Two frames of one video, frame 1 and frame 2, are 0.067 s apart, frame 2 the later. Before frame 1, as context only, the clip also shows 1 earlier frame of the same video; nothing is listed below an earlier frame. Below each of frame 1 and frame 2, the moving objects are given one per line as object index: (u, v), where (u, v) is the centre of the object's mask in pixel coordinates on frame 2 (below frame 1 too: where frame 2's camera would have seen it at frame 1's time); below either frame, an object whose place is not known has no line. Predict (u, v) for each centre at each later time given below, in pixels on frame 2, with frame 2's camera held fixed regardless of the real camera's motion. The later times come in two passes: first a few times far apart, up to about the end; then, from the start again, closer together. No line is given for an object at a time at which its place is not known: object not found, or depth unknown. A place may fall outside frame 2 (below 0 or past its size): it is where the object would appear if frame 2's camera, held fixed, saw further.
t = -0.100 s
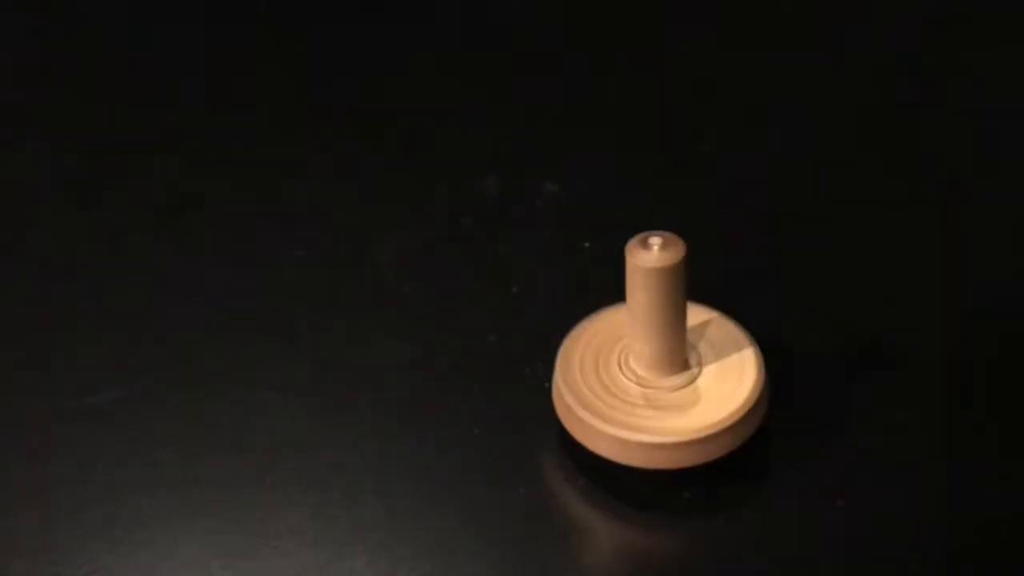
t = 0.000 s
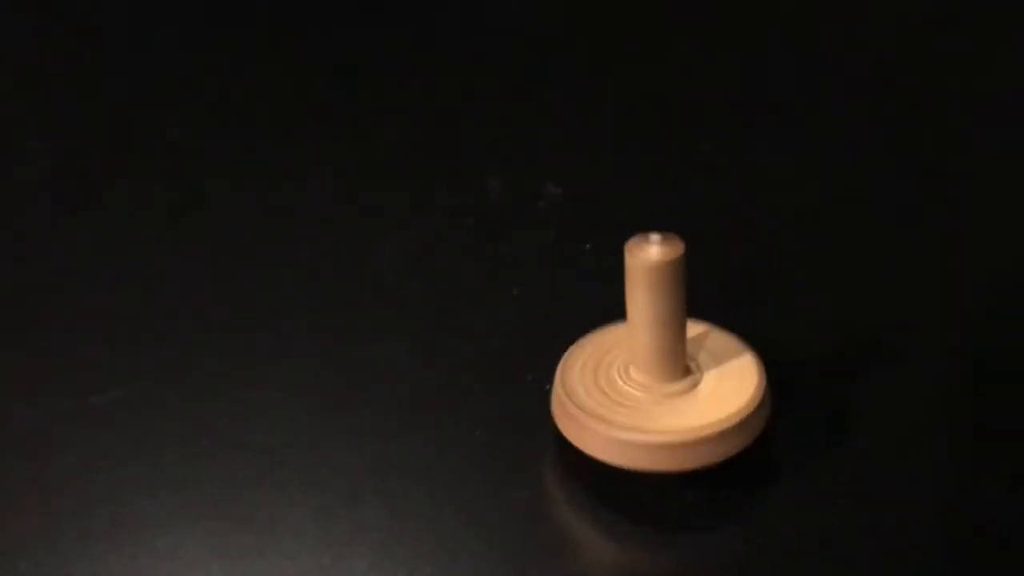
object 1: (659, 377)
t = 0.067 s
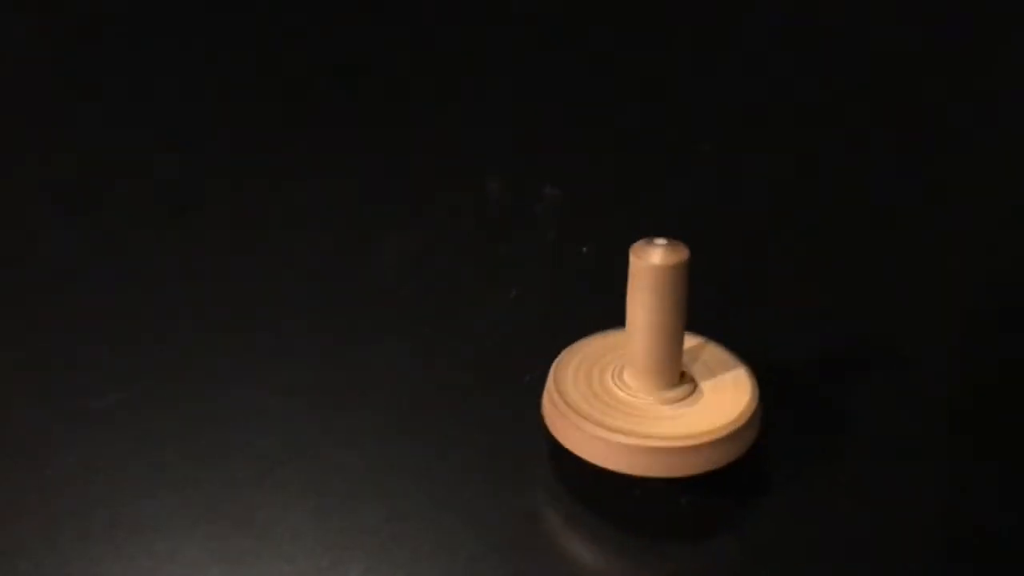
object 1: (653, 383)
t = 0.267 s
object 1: (636, 394)
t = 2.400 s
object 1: (625, 389)
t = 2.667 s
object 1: (637, 376)
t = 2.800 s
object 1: (638, 372)
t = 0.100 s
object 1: (650, 385)
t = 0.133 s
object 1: (646, 387)
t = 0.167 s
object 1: (644, 389)
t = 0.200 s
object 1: (640, 391)
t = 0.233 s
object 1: (638, 393)
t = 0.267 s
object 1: (636, 394)
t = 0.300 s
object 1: (636, 394)
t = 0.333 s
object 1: (635, 396)
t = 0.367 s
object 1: (637, 396)
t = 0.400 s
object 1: (639, 398)
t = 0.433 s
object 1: (642, 398)
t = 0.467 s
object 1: (646, 400)
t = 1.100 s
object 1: (631, 402)
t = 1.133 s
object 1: (634, 399)
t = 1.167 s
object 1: (636, 396)
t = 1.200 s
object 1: (639, 392)
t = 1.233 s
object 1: (640, 391)
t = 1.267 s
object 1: (641, 389)
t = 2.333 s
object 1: (619, 394)
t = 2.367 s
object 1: (623, 389)
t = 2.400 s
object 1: (625, 389)
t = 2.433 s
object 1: (629, 388)
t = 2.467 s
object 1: (628, 388)
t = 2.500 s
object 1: (631, 383)
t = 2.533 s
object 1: (634, 381)
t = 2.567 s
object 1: (636, 378)
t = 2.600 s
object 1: (638, 378)
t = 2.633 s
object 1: (637, 377)
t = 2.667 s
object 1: (637, 376)
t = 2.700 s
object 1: (637, 373)
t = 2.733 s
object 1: (640, 371)
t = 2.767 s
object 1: (639, 373)
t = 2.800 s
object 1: (638, 372)
